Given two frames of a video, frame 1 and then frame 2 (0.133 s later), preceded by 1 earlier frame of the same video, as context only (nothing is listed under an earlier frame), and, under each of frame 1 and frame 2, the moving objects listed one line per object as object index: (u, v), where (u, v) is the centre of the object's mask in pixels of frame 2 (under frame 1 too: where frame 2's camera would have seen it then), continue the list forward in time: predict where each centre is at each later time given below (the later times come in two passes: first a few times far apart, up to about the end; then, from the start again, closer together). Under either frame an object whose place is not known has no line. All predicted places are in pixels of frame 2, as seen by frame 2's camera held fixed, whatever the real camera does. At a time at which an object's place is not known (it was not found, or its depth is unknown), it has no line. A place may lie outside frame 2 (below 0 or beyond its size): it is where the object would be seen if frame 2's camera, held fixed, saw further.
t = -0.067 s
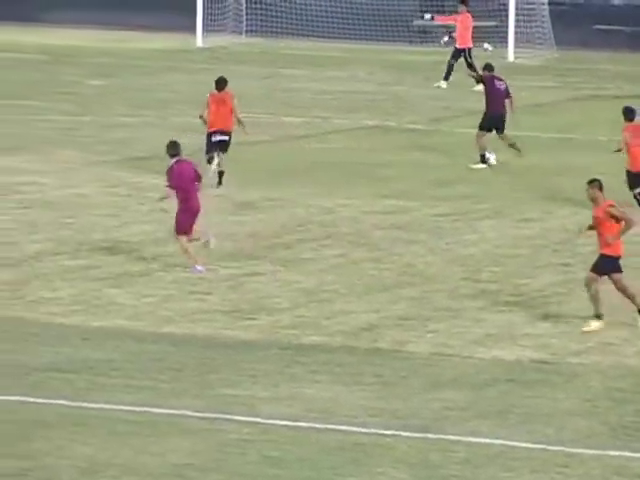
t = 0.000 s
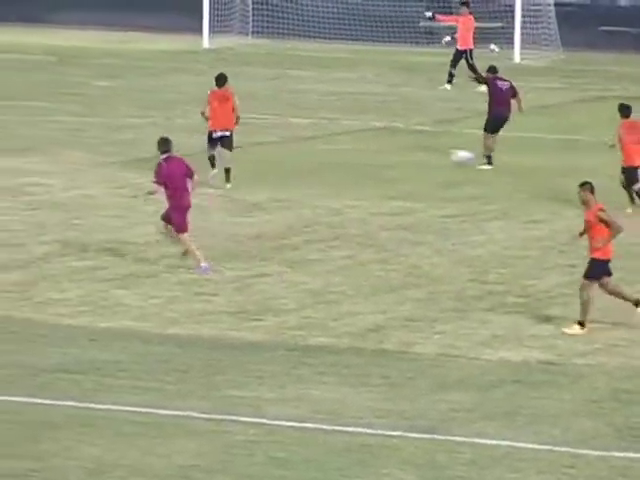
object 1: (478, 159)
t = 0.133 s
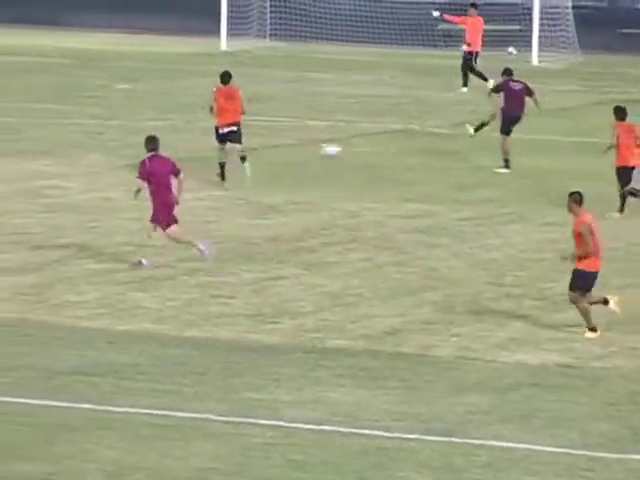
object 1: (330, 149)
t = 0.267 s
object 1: (188, 147)
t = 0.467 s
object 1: (13, 136)
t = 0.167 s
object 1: (294, 148)
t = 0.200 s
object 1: (257, 150)
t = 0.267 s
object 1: (188, 147)
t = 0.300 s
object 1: (158, 144)
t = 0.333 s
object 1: (127, 141)
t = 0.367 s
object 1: (99, 134)
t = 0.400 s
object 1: (65, 136)
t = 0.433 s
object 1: (38, 136)
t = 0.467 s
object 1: (13, 136)
